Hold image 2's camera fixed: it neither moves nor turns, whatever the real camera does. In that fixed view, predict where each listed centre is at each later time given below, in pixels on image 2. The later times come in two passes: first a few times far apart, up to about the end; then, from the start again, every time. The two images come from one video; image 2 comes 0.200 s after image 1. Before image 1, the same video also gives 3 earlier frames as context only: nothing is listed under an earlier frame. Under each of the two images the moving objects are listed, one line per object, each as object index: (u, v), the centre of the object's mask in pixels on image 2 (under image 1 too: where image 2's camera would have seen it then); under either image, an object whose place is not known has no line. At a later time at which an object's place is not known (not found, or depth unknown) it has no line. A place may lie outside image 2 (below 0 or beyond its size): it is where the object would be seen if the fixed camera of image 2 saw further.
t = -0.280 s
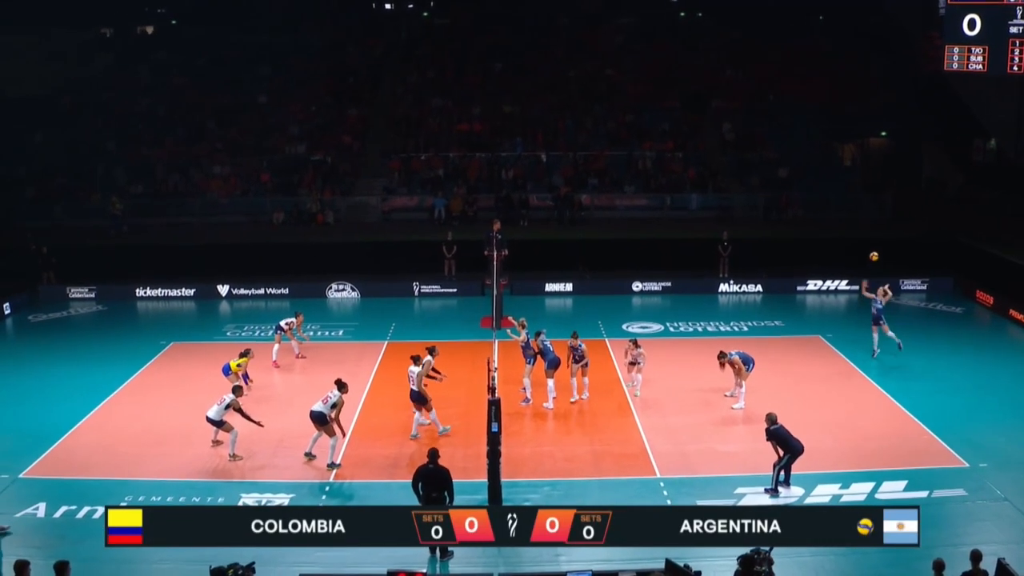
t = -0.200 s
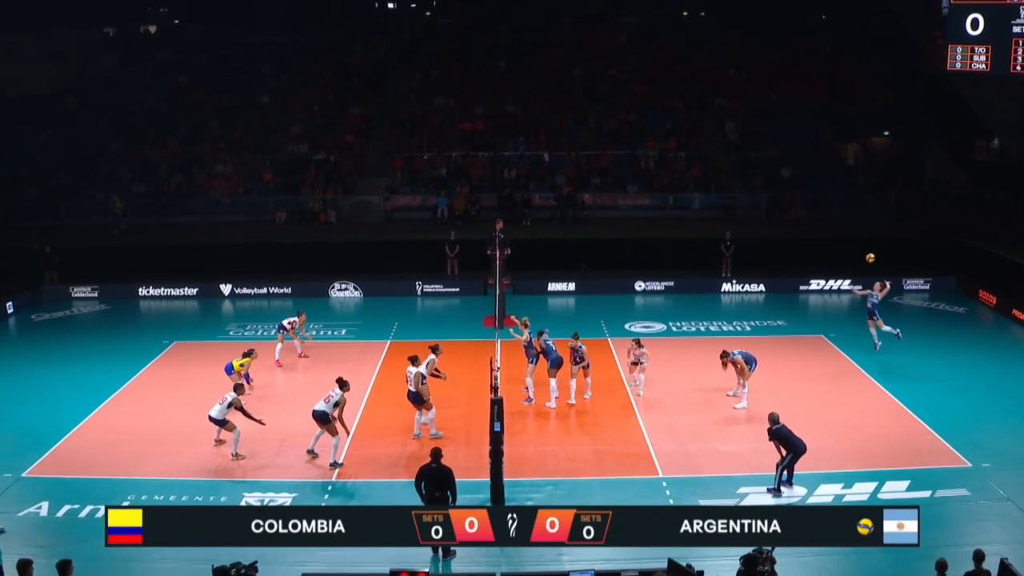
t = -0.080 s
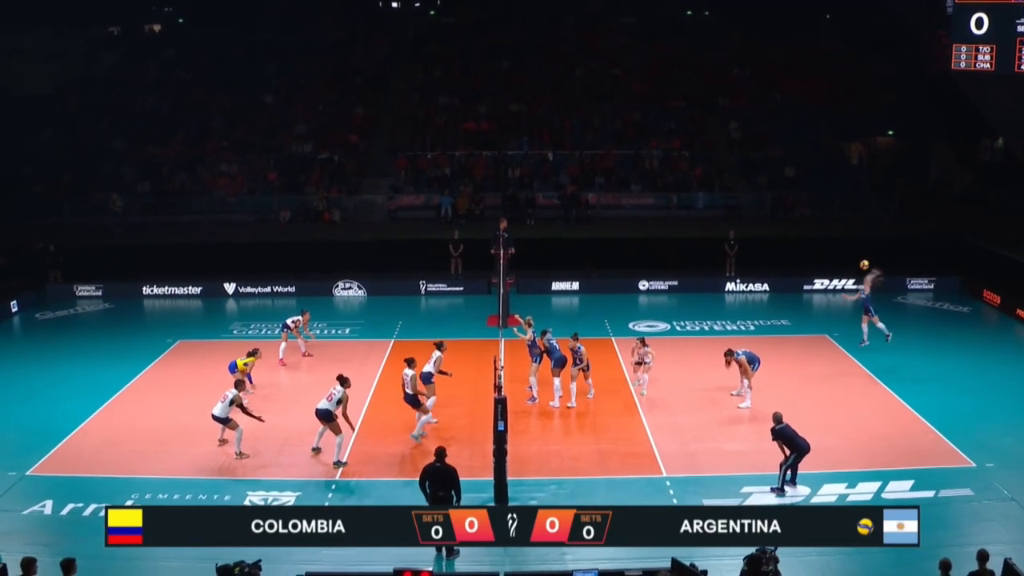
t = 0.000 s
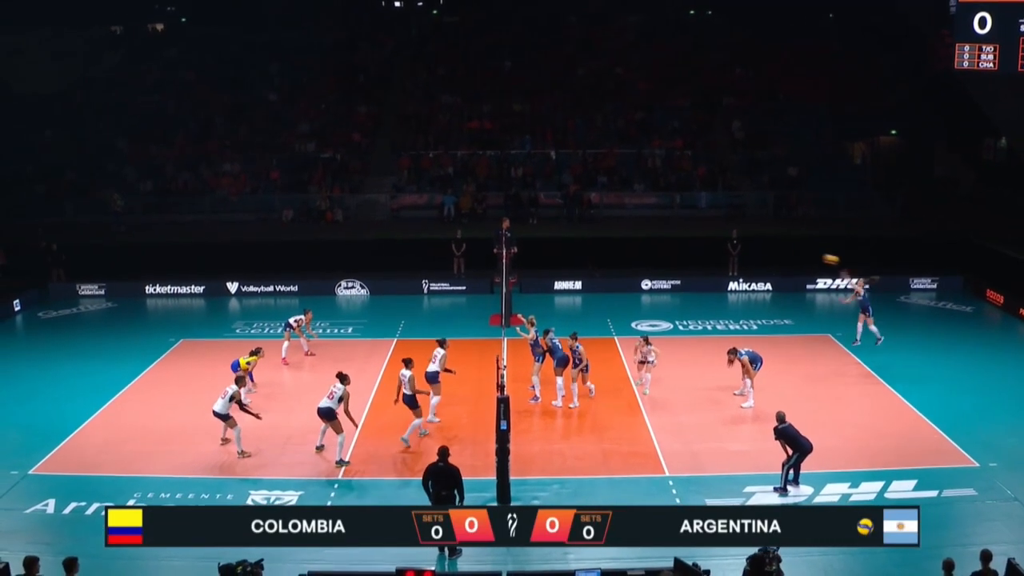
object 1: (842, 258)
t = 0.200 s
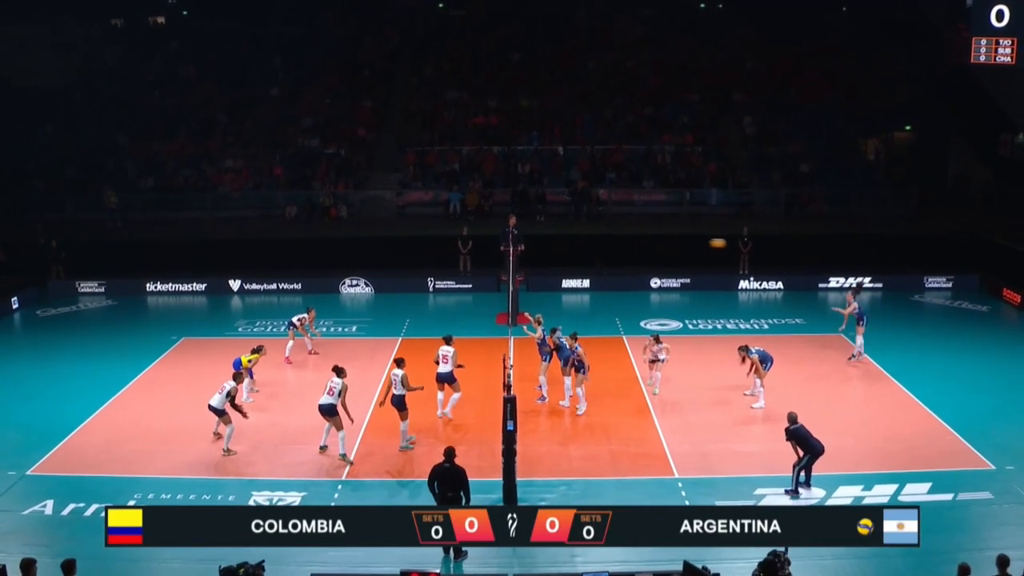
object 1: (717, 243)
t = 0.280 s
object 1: (668, 243)
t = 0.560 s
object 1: (498, 262)
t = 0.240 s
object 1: (692, 242)
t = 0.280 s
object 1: (668, 243)
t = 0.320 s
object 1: (643, 244)
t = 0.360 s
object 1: (618, 245)
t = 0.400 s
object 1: (593, 247)
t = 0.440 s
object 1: (570, 250)
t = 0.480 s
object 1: (545, 254)
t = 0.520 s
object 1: (522, 257)
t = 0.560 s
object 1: (498, 262)
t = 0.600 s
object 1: (475, 267)
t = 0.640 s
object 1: (453, 273)
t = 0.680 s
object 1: (430, 278)
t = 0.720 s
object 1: (408, 285)
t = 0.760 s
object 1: (387, 292)
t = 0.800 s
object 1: (366, 301)
